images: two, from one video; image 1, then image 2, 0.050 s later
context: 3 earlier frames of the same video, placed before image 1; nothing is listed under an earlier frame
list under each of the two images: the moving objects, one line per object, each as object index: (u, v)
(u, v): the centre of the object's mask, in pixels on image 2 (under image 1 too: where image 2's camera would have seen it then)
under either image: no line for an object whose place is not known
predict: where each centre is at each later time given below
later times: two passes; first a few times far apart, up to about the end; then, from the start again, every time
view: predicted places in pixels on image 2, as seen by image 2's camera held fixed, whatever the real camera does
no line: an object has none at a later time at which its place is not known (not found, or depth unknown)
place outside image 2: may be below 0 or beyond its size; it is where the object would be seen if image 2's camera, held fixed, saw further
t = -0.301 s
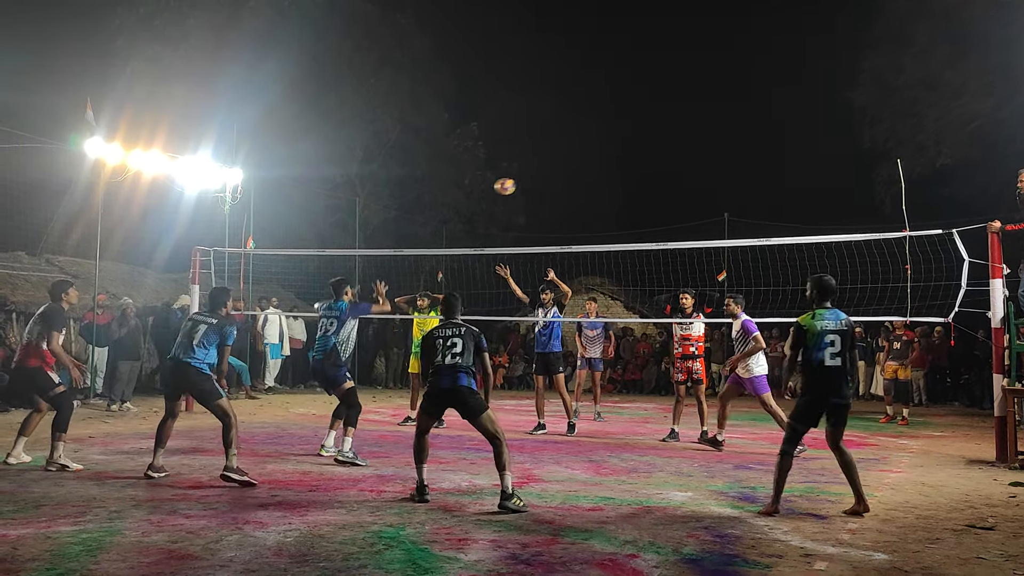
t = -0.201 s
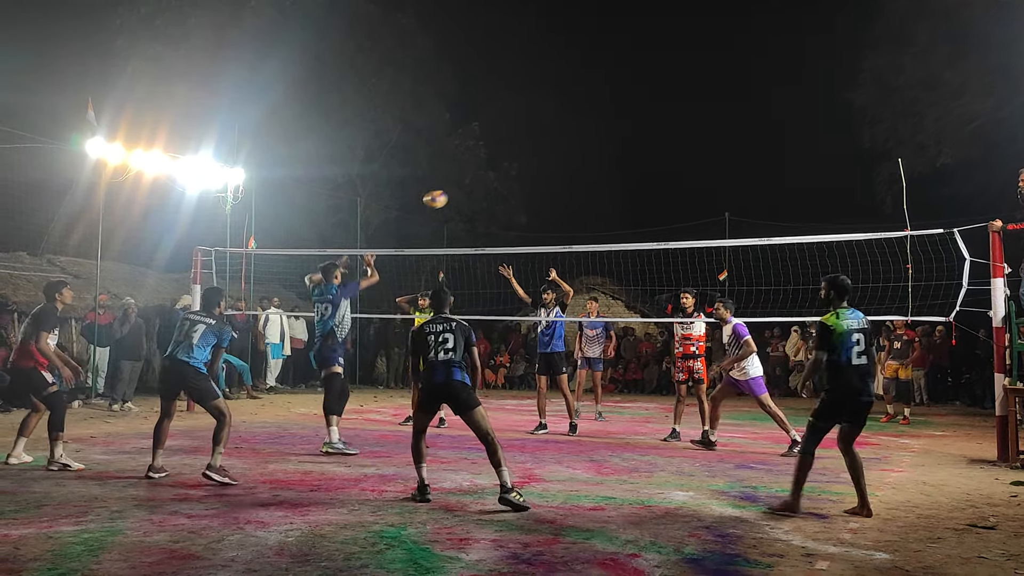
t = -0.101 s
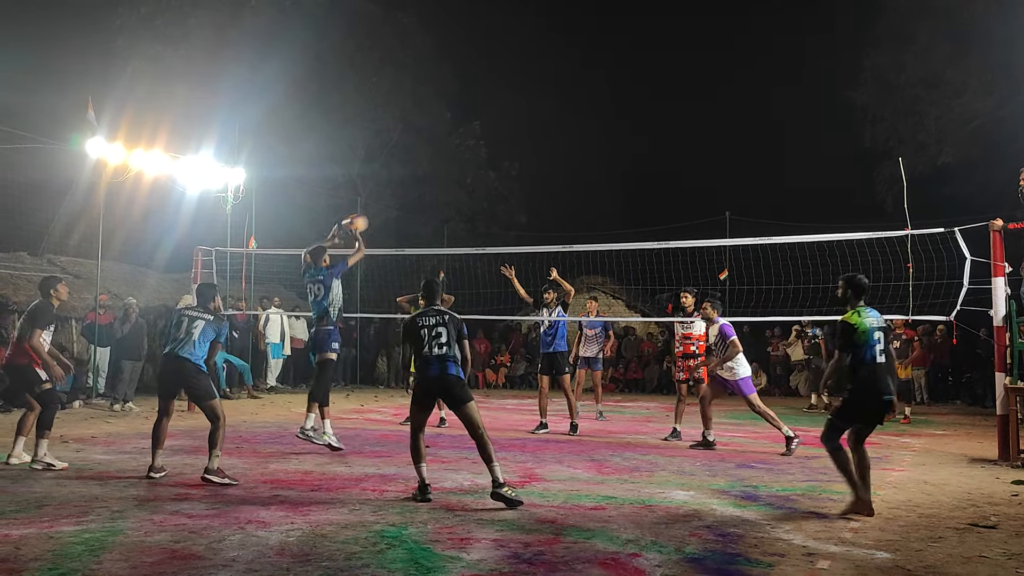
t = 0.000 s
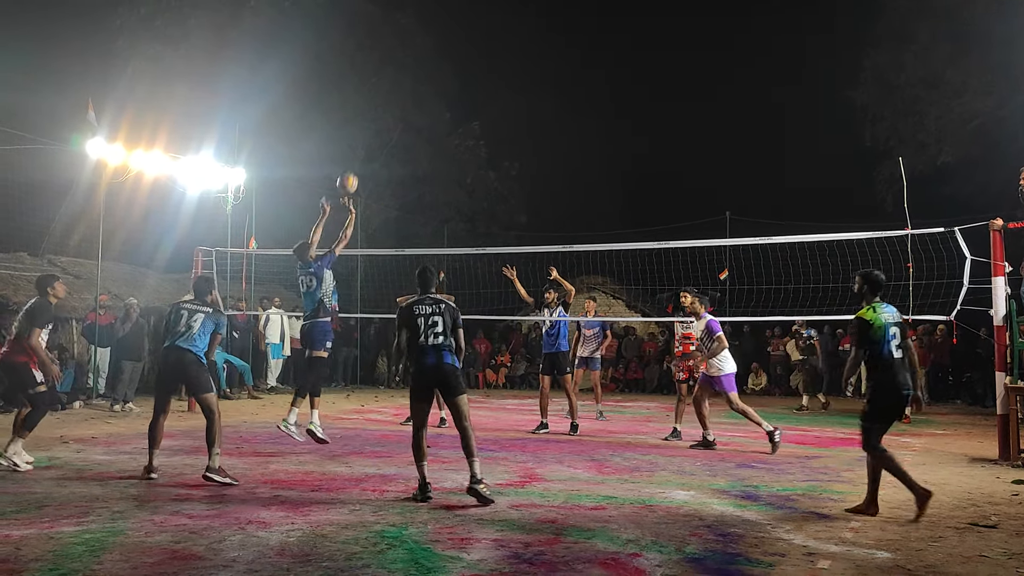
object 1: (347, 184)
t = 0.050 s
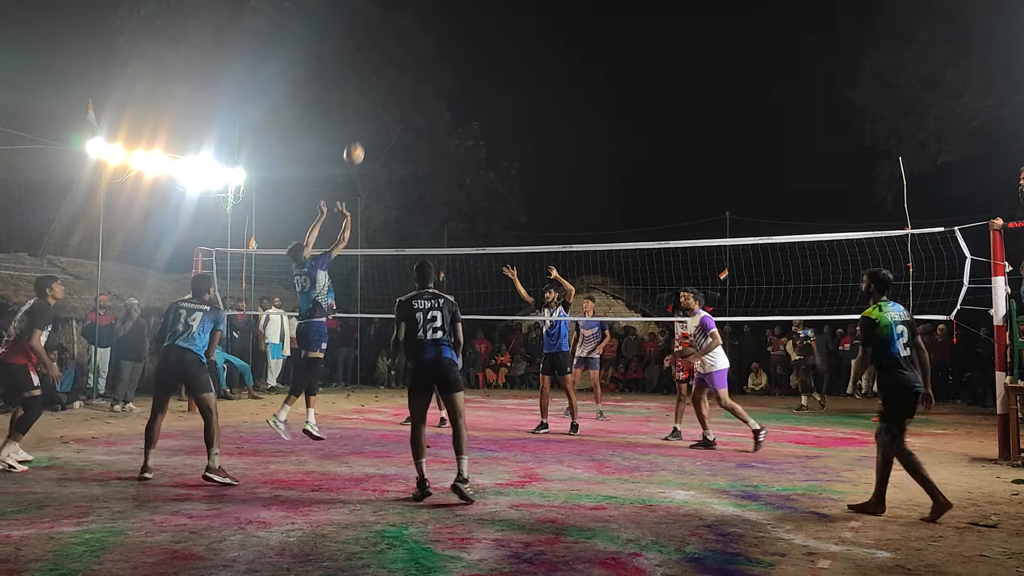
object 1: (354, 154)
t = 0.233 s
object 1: (377, 70)
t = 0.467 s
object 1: (403, 11)
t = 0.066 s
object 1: (356, 145)
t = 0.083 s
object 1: (358, 136)
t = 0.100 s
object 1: (360, 127)
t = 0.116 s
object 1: (363, 119)
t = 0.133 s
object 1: (364, 112)
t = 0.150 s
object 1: (367, 104)
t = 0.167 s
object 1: (368, 97)
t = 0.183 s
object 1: (370, 90)
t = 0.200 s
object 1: (372, 83)
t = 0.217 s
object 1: (375, 76)
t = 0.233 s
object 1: (377, 70)
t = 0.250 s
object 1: (379, 64)
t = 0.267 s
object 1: (381, 59)
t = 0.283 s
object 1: (382, 53)
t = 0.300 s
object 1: (384, 48)
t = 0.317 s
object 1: (386, 43)
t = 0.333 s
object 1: (388, 39)
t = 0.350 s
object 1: (390, 35)
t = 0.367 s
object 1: (392, 30)
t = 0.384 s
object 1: (394, 26)
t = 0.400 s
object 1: (395, 23)
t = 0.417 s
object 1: (397, 20)
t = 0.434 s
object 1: (399, 16)
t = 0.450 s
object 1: (401, 13)
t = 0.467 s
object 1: (403, 11)
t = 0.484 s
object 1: (405, 9)
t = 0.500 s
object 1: (406, 8)
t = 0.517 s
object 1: (408, 7)
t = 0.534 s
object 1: (410, 6)
